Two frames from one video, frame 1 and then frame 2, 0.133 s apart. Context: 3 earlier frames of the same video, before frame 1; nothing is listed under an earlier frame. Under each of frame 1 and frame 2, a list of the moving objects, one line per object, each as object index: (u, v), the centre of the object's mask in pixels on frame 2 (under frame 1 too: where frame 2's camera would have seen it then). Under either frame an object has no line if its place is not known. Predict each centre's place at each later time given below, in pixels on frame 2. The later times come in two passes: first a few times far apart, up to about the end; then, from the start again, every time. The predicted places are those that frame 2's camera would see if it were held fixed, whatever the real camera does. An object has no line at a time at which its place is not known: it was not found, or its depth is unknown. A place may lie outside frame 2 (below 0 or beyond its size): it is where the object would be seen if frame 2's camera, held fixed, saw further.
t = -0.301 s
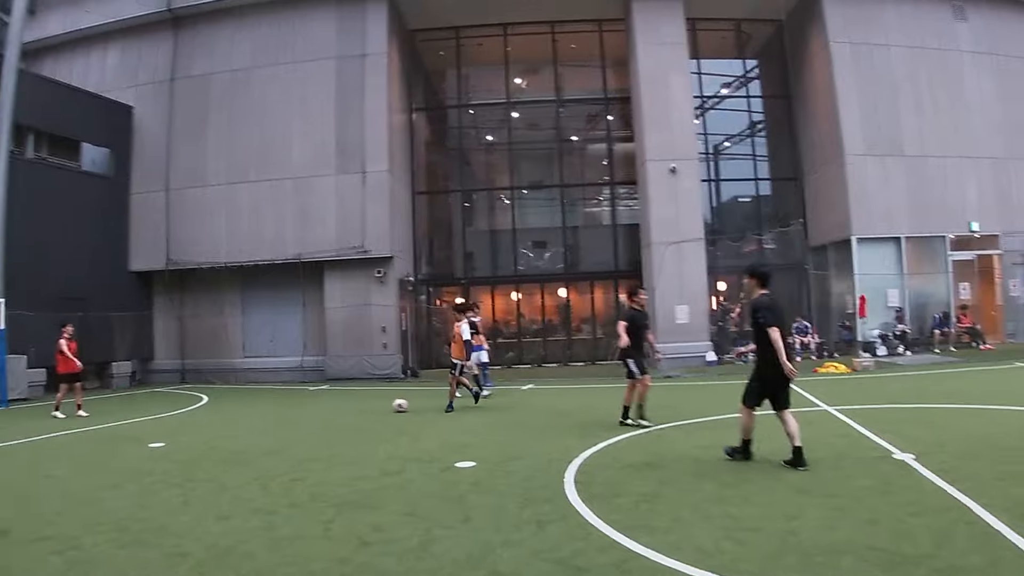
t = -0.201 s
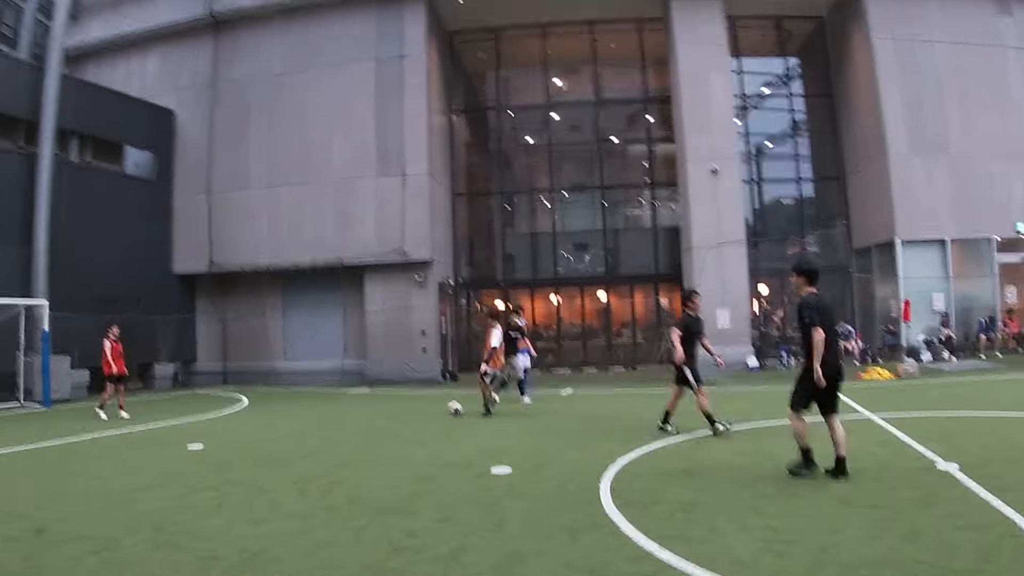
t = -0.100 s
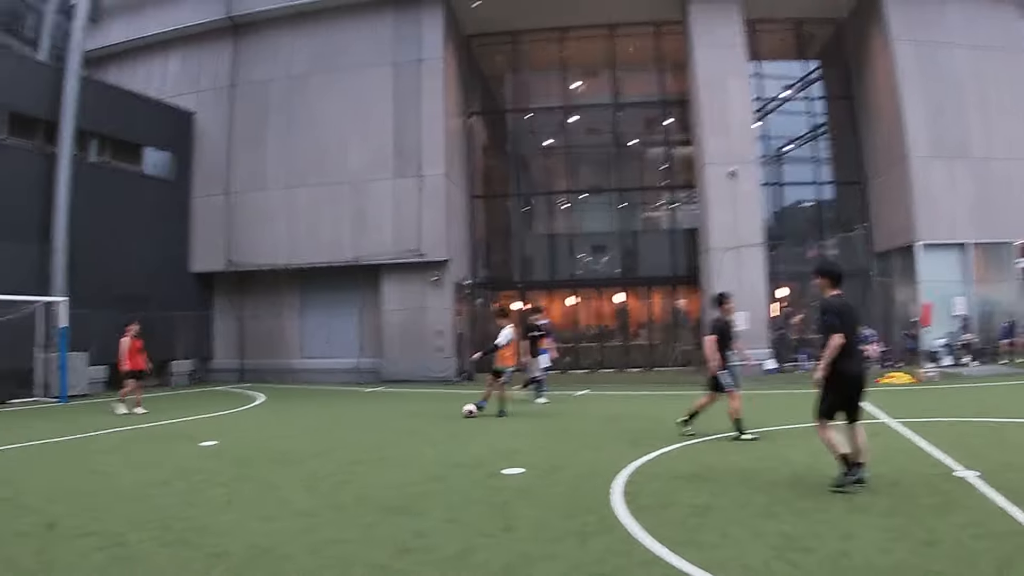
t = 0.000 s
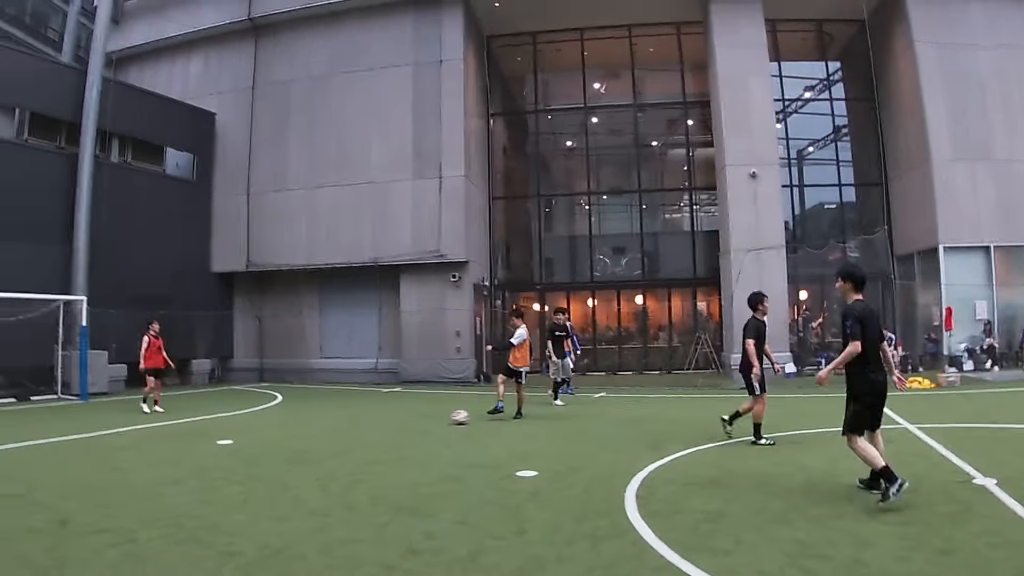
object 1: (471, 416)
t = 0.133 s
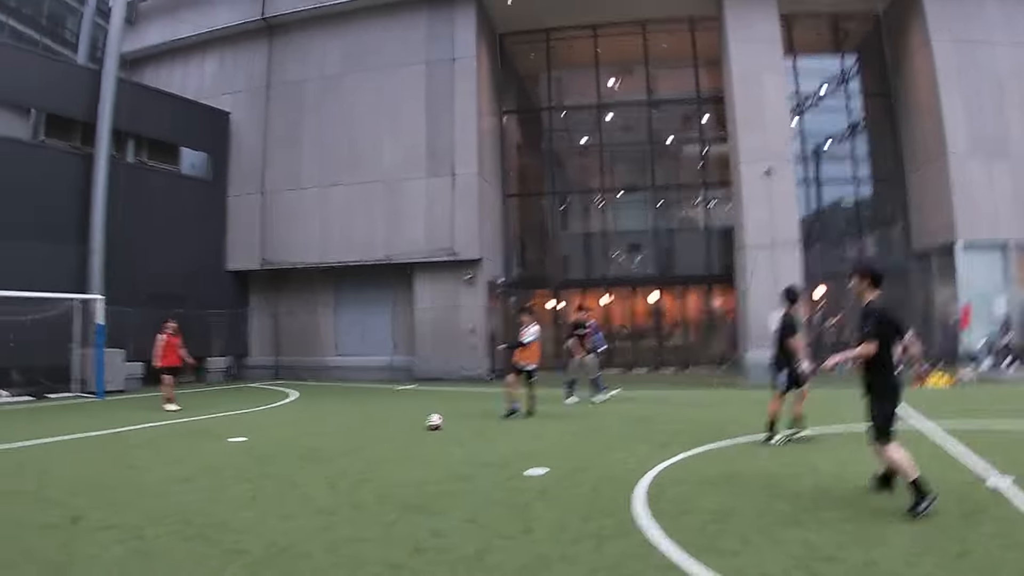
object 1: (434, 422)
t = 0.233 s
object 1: (403, 428)
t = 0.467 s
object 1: (325, 443)
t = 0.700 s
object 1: (244, 461)
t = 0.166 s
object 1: (424, 424)
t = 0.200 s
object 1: (414, 426)
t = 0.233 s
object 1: (403, 428)
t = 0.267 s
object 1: (392, 430)
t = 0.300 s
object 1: (382, 432)
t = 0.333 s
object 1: (370, 435)
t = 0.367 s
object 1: (359, 437)
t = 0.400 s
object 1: (349, 439)
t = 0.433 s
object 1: (337, 441)
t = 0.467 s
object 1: (325, 443)
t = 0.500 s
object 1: (315, 446)
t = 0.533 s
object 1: (303, 448)
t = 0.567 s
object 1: (291, 450)
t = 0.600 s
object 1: (280, 453)
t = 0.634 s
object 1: (268, 456)
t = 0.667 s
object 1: (256, 458)
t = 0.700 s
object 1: (244, 461)
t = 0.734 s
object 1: (231, 463)
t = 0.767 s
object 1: (219, 465)
